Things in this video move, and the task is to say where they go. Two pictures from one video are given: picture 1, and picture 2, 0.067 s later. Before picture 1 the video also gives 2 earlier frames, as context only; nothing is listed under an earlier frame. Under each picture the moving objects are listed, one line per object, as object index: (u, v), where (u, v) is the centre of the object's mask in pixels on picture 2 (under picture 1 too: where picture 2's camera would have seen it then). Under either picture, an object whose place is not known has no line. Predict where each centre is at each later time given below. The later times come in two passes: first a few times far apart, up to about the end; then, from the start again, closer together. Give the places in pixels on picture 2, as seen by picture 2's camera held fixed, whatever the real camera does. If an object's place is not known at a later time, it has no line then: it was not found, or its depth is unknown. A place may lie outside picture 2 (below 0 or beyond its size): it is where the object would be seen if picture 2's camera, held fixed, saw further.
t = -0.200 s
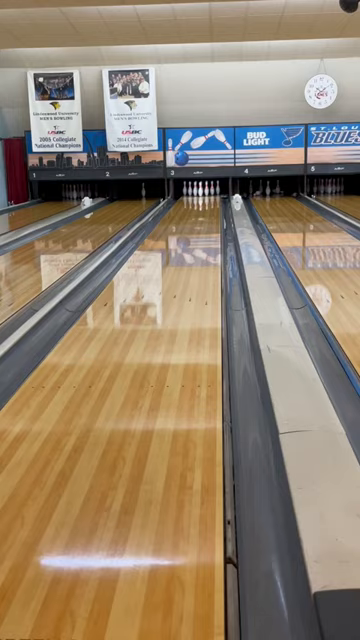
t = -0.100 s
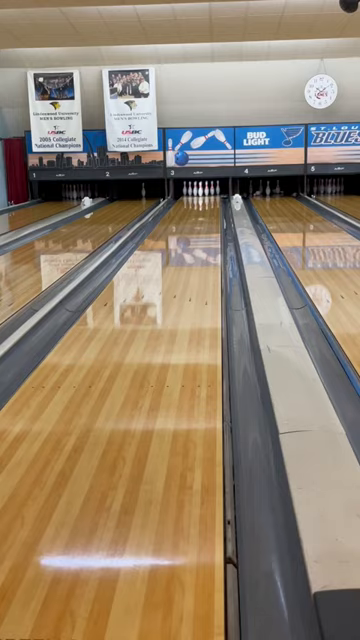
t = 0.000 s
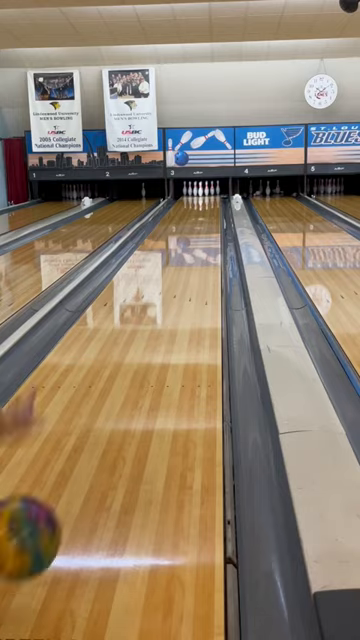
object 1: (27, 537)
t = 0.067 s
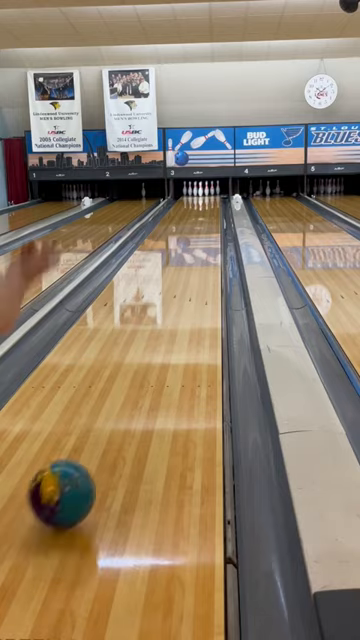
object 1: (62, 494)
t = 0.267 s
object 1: (127, 379)
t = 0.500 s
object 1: (161, 314)
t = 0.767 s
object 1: (182, 275)
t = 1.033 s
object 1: (194, 249)
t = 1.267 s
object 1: (200, 234)
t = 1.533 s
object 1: (205, 222)
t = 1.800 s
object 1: (209, 213)
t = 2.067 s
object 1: (210, 207)
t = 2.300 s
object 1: (211, 202)
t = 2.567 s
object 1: (210, 198)
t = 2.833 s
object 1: (206, 193)
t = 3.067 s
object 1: (204, 192)
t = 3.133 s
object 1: (203, 191)
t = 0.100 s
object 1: (77, 468)
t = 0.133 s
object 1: (90, 446)
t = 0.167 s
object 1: (101, 426)
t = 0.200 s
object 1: (111, 409)
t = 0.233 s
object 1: (120, 393)
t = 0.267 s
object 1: (127, 379)
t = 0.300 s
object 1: (134, 367)
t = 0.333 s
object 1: (139, 356)
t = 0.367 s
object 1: (145, 346)
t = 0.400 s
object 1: (150, 337)
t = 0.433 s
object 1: (154, 329)
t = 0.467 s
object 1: (158, 321)
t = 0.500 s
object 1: (161, 314)
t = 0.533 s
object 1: (165, 308)
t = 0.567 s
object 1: (168, 302)
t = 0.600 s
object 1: (171, 297)
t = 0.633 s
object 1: (173, 292)
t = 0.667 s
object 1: (175, 287)
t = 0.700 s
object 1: (178, 283)
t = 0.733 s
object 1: (180, 278)
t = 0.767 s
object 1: (182, 275)
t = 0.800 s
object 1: (184, 270)
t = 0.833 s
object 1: (185, 266)
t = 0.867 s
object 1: (187, 263)
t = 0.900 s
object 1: (188, 260)
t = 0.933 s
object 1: (190, 257)
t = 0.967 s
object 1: (191, 254)
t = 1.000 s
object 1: (192, 251)
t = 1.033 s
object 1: (194, 249)
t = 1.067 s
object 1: (194, 247)
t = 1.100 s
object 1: (196, 244)
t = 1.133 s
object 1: (197, 242)
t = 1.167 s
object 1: (198, 240)
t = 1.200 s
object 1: (199, 238)
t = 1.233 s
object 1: (199, 236)
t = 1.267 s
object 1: (200, 234)
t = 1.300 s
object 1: (201, 232)
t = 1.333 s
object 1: (201, 231)
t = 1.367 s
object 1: (202, 230)
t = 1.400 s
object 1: (203, 228)
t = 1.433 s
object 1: (203, 226)
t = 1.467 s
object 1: (204, 225)
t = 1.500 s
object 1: (205, 224)
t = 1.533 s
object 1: (205, 222)
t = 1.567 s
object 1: (206, 221)
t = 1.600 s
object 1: (205, 220)
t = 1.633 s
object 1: (207, 219)
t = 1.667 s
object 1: (207, 217)
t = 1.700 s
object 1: (207, 217)
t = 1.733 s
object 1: (208, 216)
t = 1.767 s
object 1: (208, 214)
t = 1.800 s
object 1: (209, 213)
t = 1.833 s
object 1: (209, 213)
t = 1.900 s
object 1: (210, 210)
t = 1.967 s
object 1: (210, 210)
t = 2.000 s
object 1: (210, 208)
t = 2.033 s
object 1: (210, 207)
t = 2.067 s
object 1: (210, 207)
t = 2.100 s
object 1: (211, 205)
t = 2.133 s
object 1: (211, 205)
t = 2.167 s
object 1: (211, 204)
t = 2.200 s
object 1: (210, 203)
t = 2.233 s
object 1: (210, 204)
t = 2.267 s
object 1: (211, 203)
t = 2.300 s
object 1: (211, 202)
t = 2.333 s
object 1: (211, 201)
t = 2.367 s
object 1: (211, 200)
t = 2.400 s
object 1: (210, 200)
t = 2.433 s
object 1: (210, 200)
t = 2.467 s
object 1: (211, 200)
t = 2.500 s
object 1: (210, 198)
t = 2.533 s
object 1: (210, 199)
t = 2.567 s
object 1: (210, 198)
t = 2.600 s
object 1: (210, 196)
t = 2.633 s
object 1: (208, 197)
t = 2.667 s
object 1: (208, 196)
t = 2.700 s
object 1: (208, 196)
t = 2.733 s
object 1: (208, 195)
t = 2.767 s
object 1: (206, 195)
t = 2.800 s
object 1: (206, 194)
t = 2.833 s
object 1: (206, 193)
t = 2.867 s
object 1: (205, 194)
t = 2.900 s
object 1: (204, 193)
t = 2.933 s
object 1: (204, 193)
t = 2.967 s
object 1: (203, 193)
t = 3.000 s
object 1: (203, 193)
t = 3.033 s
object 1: (203, 192)
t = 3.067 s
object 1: (204, 192)
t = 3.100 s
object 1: (204, 191)
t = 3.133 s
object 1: (203, 191)
